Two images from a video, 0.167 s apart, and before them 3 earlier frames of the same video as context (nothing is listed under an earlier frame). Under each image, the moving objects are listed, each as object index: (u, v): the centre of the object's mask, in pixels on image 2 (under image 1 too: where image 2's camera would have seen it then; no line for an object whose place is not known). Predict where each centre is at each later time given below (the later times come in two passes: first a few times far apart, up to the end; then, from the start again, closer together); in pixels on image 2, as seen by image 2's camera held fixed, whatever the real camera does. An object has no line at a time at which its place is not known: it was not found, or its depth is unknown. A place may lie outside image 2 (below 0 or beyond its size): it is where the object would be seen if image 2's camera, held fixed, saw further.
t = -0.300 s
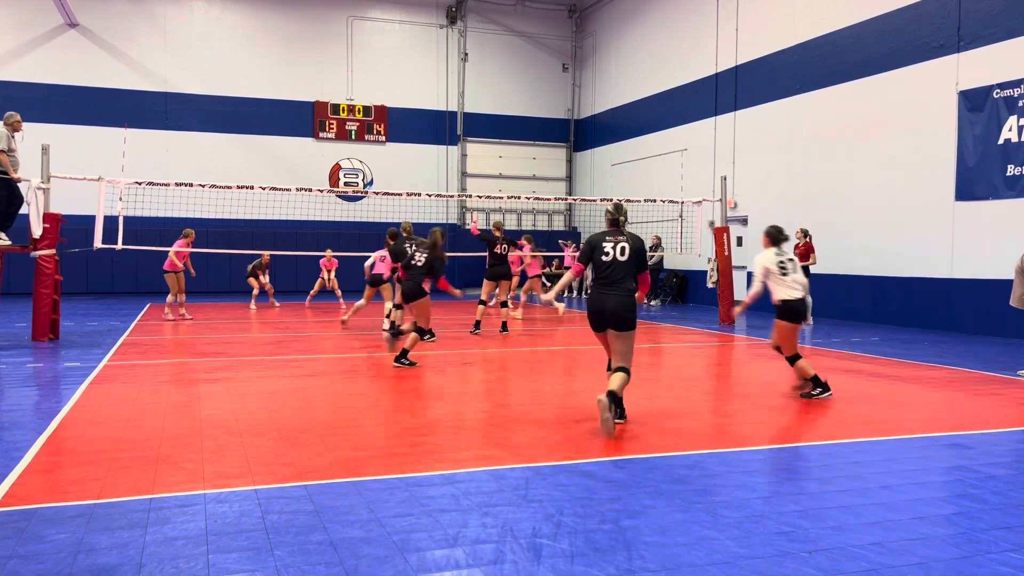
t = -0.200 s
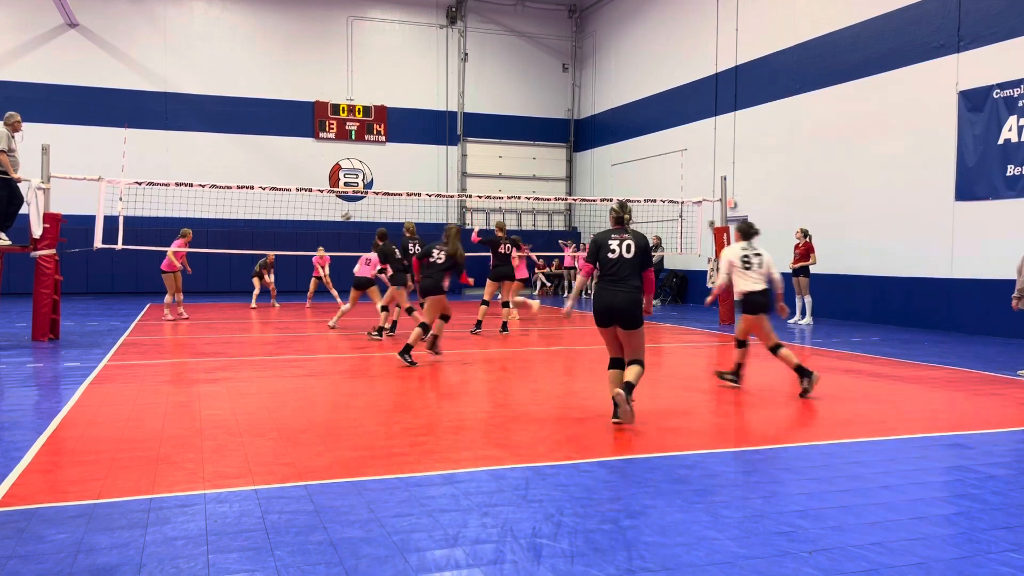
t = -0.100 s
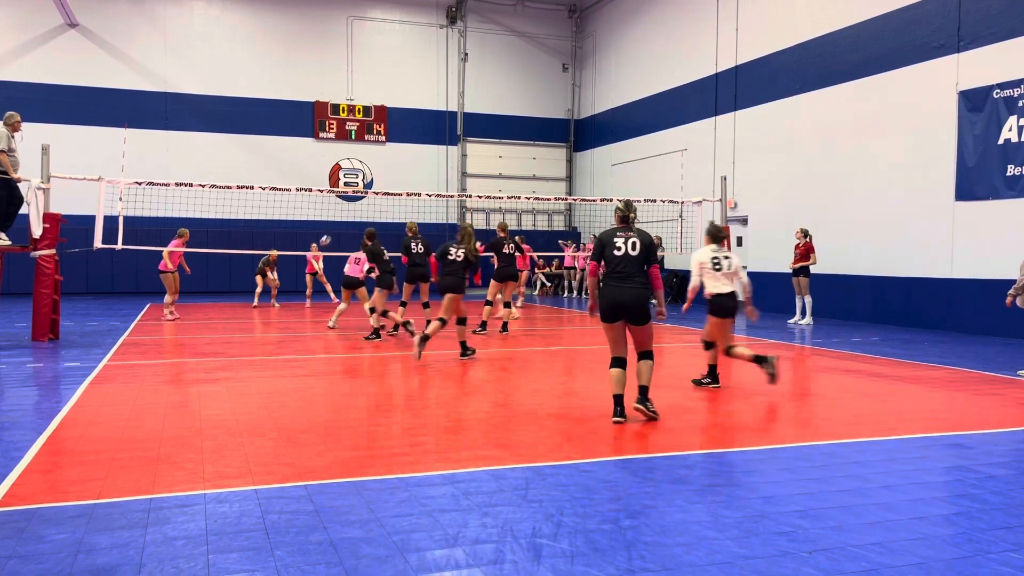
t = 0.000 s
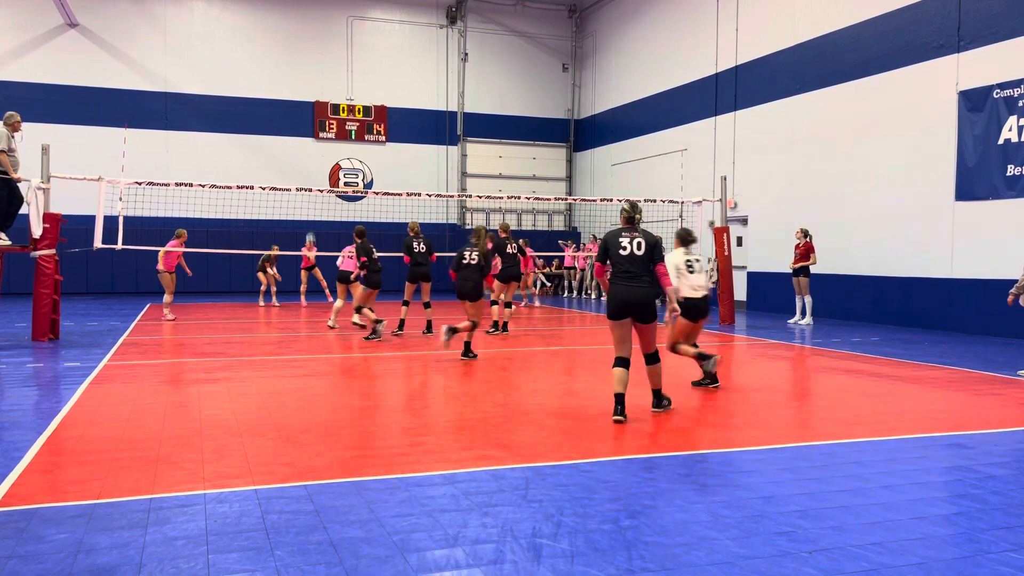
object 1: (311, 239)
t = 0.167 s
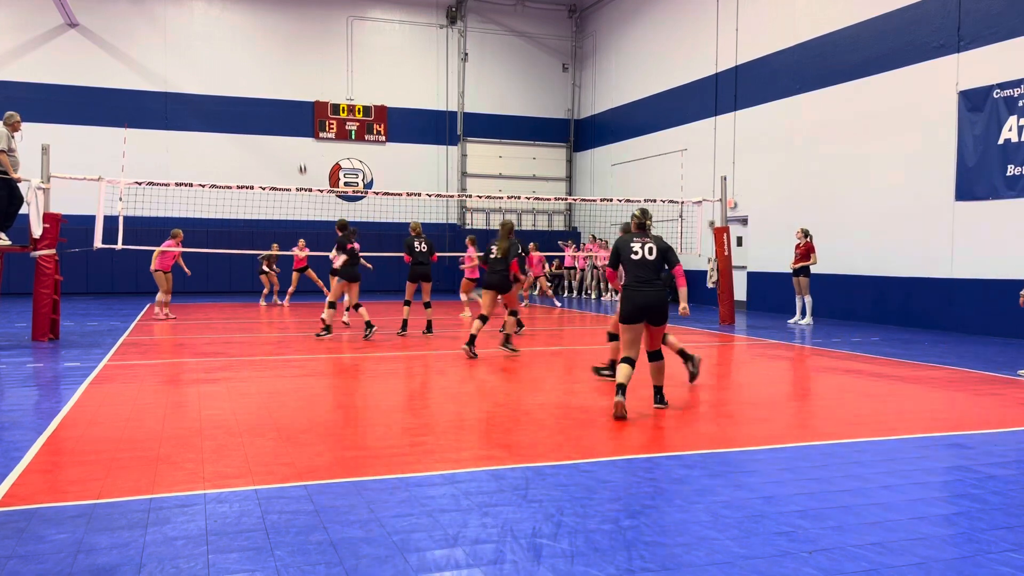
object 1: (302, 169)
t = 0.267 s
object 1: (297, 130)
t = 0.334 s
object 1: (294, 108)
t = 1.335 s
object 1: (234, 4)
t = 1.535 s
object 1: (222, 45)
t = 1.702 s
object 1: (212, 100)
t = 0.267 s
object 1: (297, 130)
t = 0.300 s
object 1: (295, 119)
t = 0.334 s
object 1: (294, 108)
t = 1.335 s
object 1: (234, 4)
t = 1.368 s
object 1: (232, 7)
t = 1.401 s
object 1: (230, 14)
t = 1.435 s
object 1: (228, 21)
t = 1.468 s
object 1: (226, 29)
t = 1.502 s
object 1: (224, 36)
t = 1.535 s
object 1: (222, 45)
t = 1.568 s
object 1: (220, 55)
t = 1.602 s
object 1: (218, 64)
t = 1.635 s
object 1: (216, 75)
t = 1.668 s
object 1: (214, 86)
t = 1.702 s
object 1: (212, 100)
